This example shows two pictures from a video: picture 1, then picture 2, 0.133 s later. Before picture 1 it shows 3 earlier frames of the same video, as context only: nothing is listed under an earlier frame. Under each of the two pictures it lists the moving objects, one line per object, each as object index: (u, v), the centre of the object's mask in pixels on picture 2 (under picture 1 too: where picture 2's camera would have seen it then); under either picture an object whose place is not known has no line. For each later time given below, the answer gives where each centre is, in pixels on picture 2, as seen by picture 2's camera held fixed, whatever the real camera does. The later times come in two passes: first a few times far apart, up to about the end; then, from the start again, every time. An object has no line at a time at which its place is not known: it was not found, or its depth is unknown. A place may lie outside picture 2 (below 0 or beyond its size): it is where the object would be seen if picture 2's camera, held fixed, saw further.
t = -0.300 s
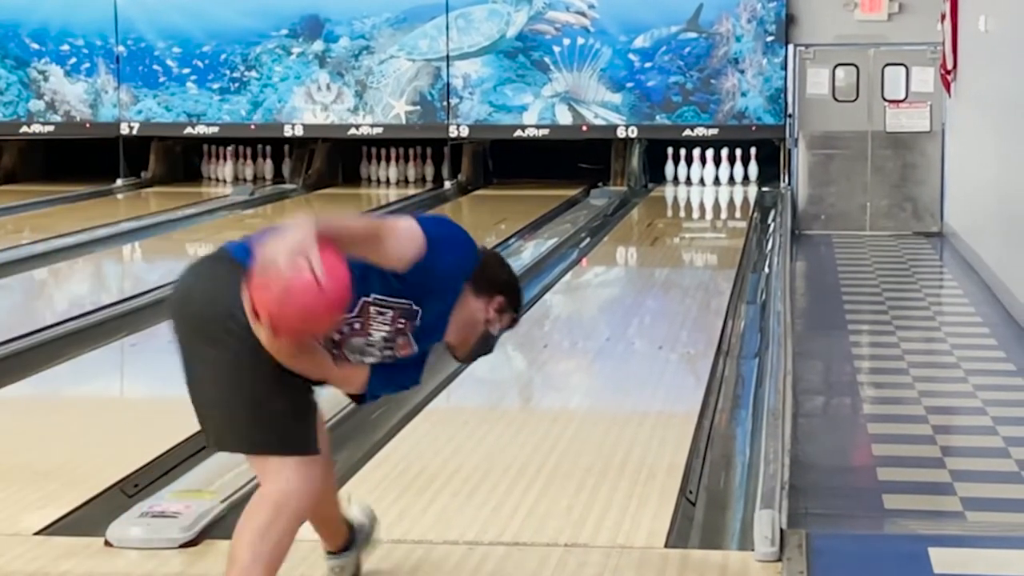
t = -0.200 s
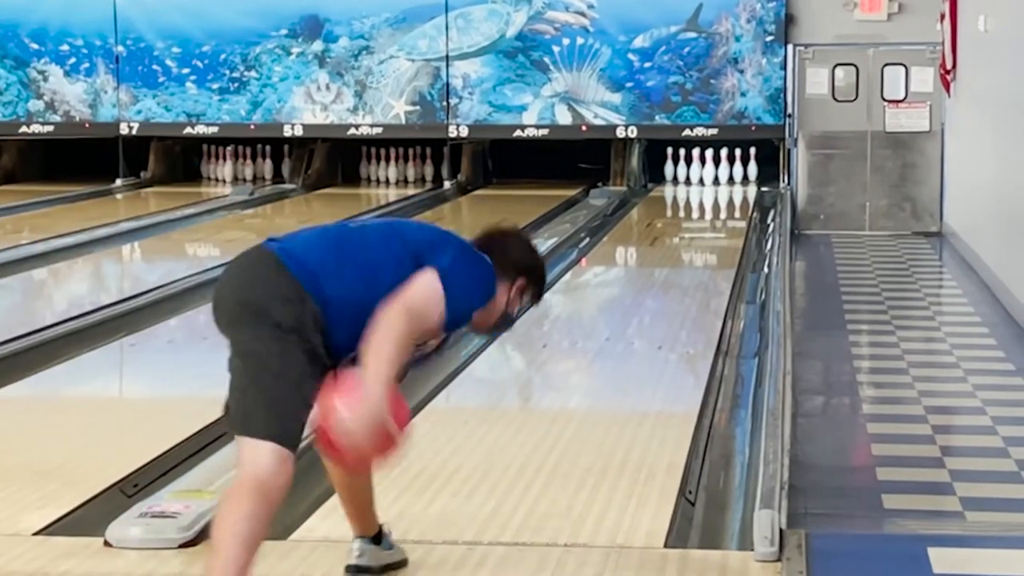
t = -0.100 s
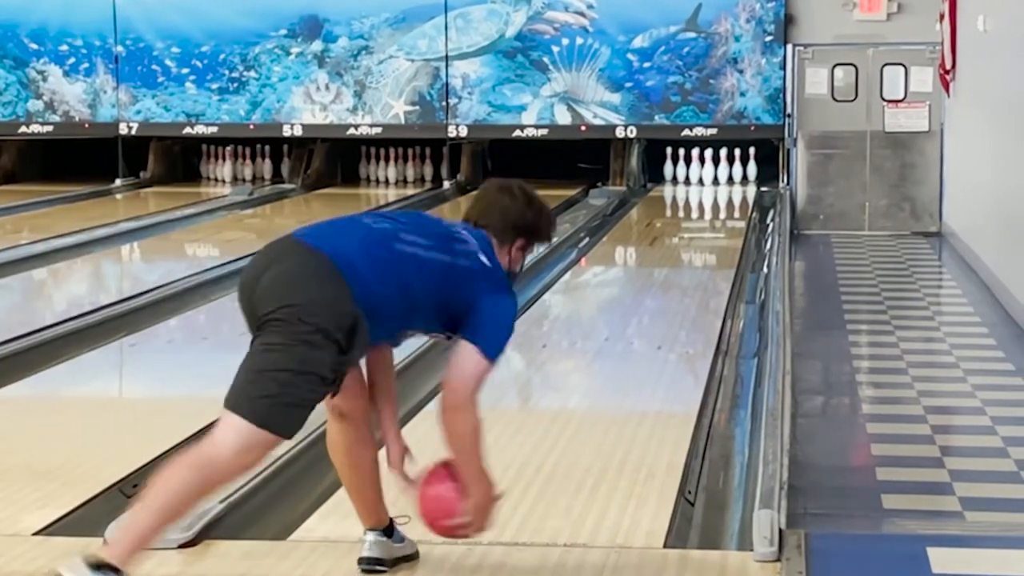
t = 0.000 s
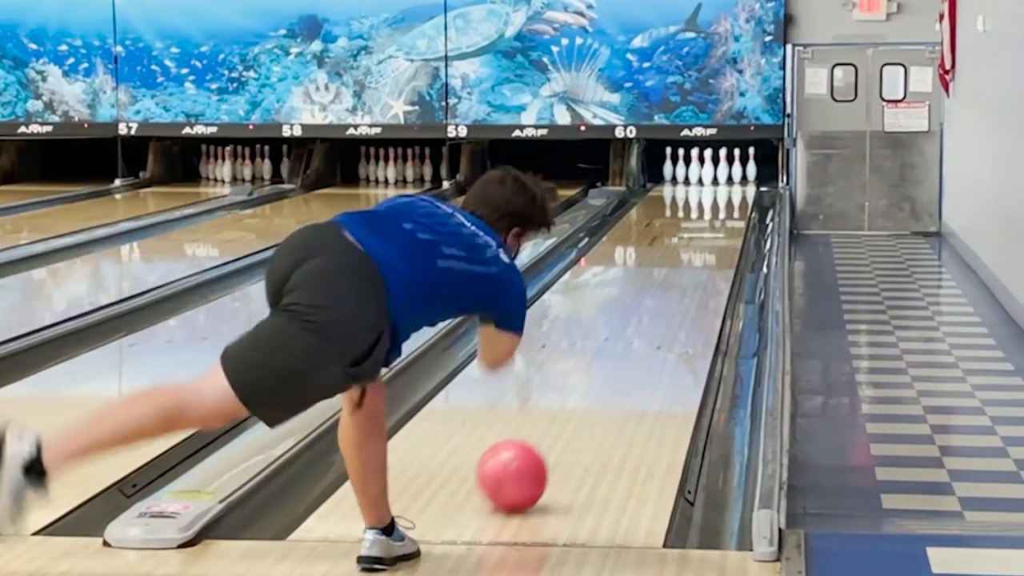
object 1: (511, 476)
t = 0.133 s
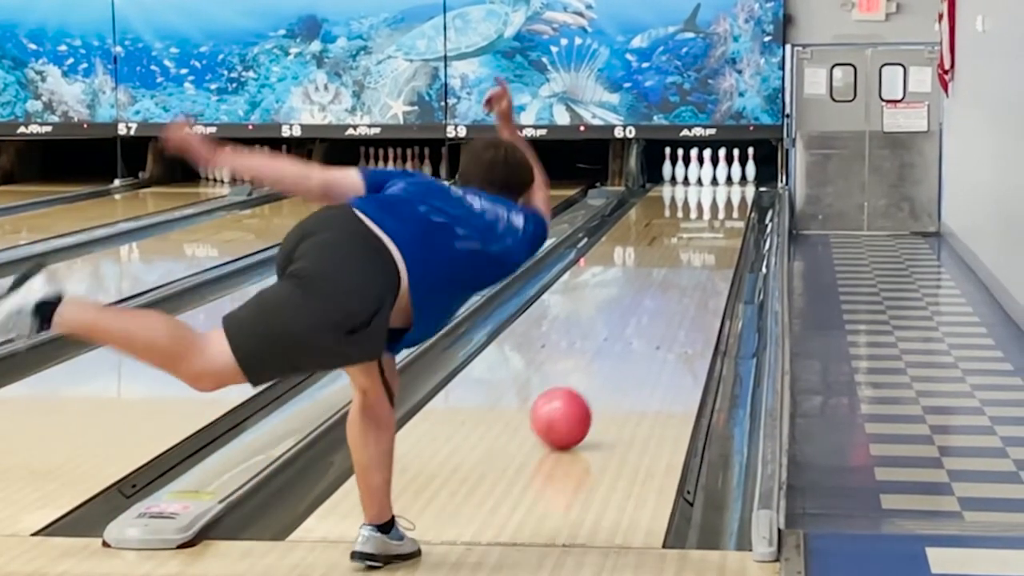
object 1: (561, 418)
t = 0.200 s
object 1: (580, 394)
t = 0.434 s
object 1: (632, 333)
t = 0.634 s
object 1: (661, 296)
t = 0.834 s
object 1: (684, 268)
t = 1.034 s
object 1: (699, 247)
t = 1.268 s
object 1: (712, 226)
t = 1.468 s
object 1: (718, 211)
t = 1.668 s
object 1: (722, 201)
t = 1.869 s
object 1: (721, 190)
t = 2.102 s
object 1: (717, 180)
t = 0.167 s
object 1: (571, 406)
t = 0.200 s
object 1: (580, 394)
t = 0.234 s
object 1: (589, 384)
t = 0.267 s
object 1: (598, 374)
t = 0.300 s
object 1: (605, 365)
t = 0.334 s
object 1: (612, 356)
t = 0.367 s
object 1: (619, 348)
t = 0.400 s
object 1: (626, 340)
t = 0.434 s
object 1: (632, 333)
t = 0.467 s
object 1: (637, 326)
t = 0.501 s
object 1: (643, 319)
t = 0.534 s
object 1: (648, 313)
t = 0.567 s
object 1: (653, 307)
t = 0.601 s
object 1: (657, 301)
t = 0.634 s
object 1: (661, 296)
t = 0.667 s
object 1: (666, 291)
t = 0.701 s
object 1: (669, 285)
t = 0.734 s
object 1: (673, 281)
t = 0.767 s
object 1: (677, 276)
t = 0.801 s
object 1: (680, 272)
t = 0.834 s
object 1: (684, 268)
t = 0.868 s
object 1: (686, 264)
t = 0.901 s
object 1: (689, 260)
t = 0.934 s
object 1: (692, 257)
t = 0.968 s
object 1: (694, 253)
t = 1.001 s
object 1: (697, 250)
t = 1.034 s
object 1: (699, 247)
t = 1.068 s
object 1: (702, 244)
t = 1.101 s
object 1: (704, 241)
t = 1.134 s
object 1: (706, 237)
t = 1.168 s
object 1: (707, 234)
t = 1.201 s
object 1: (709, 232)
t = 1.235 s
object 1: (710, 229)
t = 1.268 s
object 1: (712, 226)
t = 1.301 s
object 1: (713, 223)
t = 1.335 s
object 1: (714, 221)
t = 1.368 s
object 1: (716, 218)
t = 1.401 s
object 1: (717, 216)
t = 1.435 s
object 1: (718, 214)
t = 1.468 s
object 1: (718, 211)
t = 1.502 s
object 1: (719, 210)
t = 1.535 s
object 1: (720, 208)
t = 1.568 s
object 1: (721, 206)
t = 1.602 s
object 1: (721, 204)
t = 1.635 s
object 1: (721, 202)
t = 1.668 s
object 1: (722, 201)
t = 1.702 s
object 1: (721, 198)
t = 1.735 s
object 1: (721, 197)
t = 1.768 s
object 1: (722, 195)
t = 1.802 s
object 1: (721, 193)
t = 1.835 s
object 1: (721, 192)
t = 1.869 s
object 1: (721, 190)
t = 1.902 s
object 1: (721, 188)
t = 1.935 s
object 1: (721, 187)
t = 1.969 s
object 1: (720, 186)
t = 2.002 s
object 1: (720, 185)
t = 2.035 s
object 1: (719, 183)
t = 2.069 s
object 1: (718, 181)
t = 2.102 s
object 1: (717, 180)
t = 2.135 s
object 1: (716, 180)
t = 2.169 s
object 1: (715, 178)
